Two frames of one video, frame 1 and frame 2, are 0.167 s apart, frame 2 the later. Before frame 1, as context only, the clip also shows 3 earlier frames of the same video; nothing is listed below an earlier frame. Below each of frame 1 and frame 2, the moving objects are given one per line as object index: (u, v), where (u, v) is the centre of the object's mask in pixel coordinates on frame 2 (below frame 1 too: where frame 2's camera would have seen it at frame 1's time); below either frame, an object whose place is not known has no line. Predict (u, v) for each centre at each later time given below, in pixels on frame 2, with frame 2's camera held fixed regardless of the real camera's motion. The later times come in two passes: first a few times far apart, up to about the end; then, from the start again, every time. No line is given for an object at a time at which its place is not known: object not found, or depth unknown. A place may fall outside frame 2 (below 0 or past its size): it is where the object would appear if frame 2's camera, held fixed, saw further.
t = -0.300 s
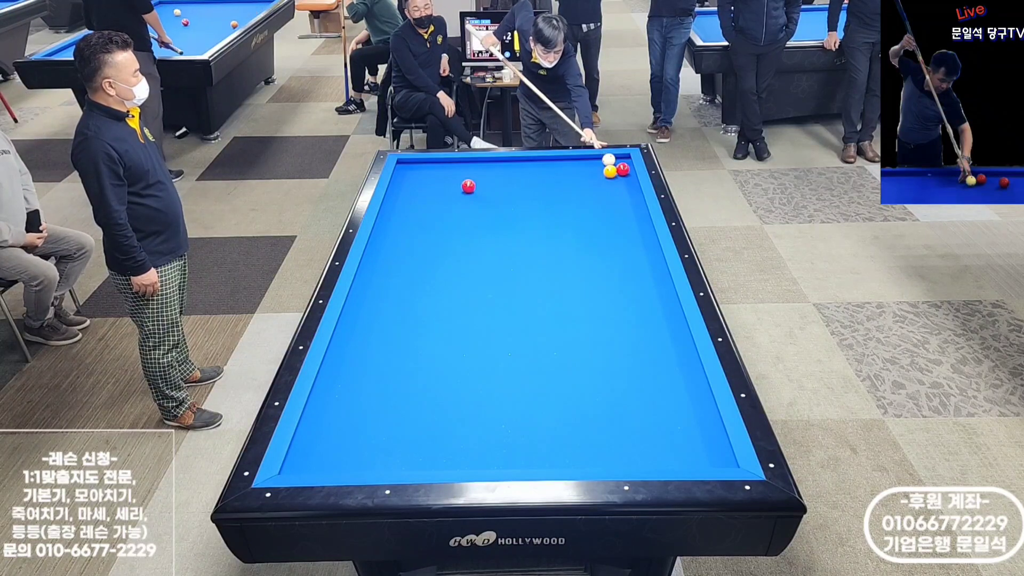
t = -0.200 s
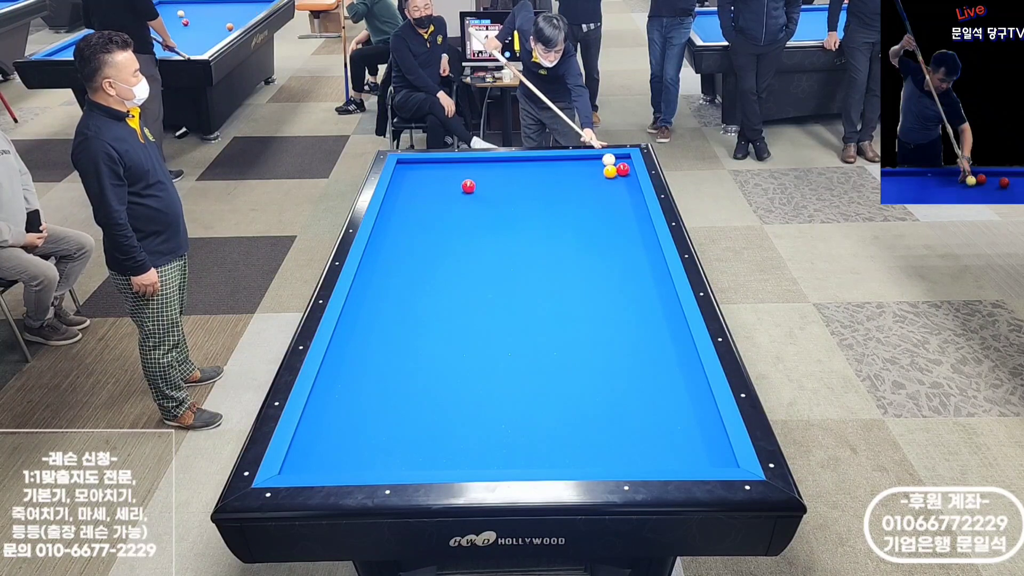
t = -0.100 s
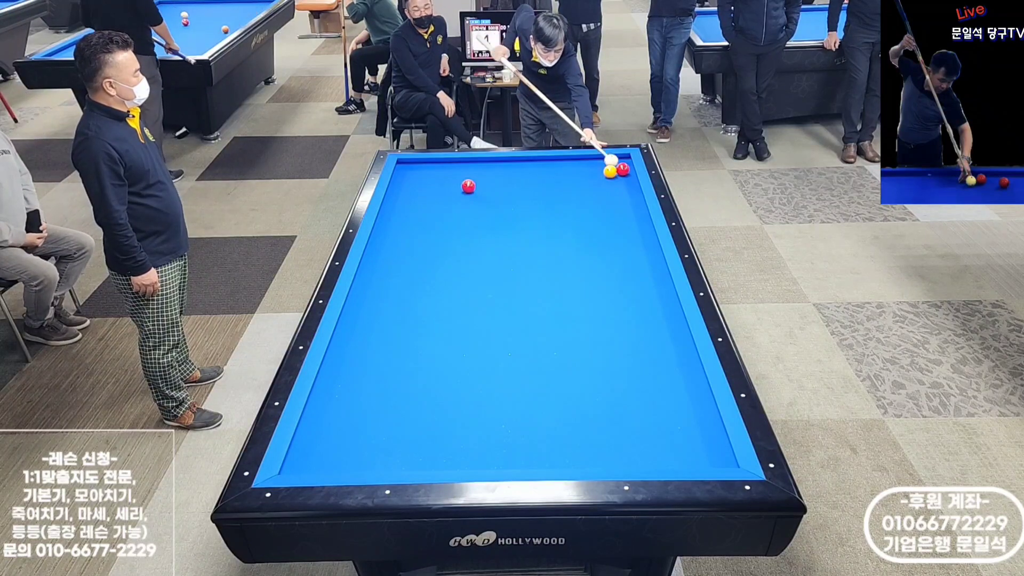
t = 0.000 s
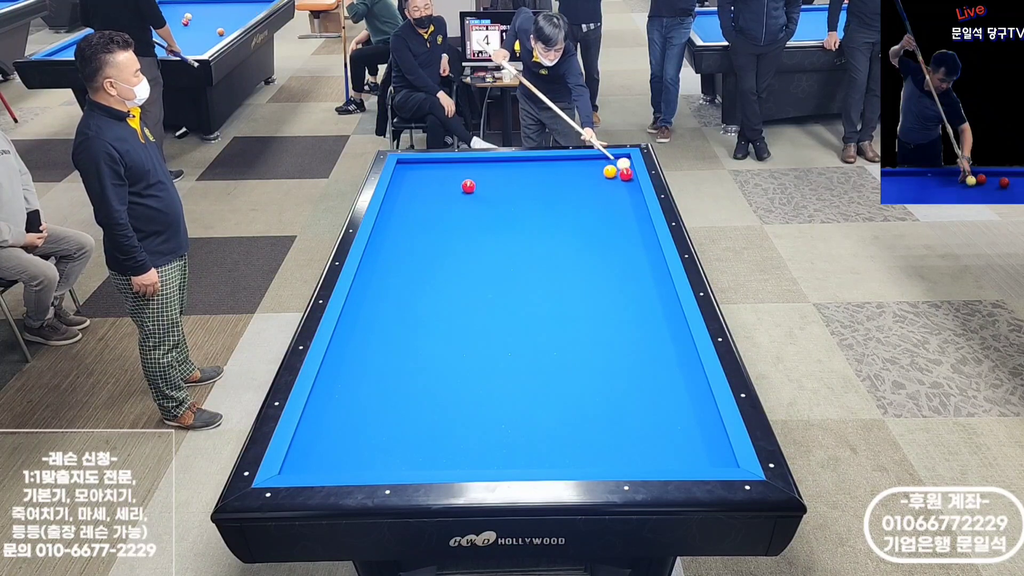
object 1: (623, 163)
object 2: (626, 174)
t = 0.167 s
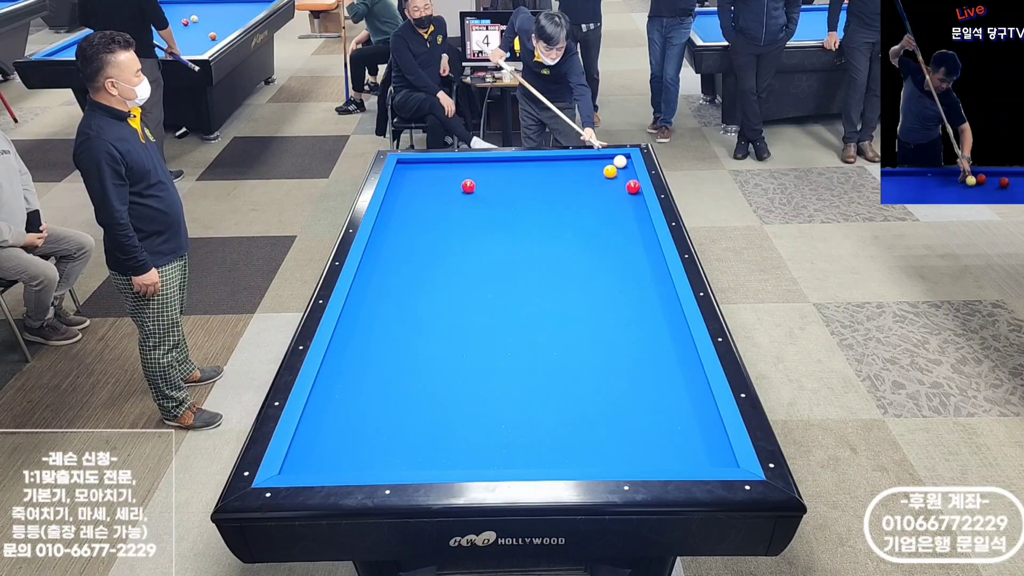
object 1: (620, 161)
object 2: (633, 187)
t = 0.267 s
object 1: (616, 160)
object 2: (634, 194)
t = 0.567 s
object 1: (603, 157)
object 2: (636, 216)
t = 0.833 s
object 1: (592, 160)
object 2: (638, 238)
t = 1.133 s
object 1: (580, 163)
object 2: (641, 265)
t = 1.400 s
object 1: (569, 165)
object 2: (643, 292)
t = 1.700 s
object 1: (557, 168)
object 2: (647, 326)
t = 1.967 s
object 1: (547, 170)
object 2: (651, 360)
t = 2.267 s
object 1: (536, 172)
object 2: (656, 404)
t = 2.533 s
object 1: (527, 174)
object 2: (662, 449)
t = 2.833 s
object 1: (517, 176)
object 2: (651, 436)
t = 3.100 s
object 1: (509, 178)
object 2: (639, 412)
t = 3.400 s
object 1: (501, 180)
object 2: (628, 388)
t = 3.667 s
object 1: (494, 181)
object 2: (618, 370)
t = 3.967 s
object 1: (486, 183)
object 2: (608, 350)
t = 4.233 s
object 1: (481, 184)
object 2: (600, 335)
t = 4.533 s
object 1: (480, 184)
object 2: (592, 320)
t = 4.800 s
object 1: (480, 185)
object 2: (585, 307)
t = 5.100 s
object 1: (480, 185)
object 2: (578, 295)
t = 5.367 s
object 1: (480, 185)
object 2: (572, 285)
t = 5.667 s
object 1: (480, 185)
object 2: (566, 274)
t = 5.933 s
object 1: (480, 185)
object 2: (561, 266)
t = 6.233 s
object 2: (556, 257)
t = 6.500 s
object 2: (552, 250)
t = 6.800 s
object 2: (548, 243)
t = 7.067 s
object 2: (544, 237)
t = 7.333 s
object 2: (541, 232)
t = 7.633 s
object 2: (538, 226)
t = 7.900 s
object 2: (536, 222)
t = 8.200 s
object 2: (533, 217)
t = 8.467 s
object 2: (531, 214)
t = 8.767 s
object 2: (528, 210)
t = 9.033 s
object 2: (527, 207)
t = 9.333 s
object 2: (524, 204)
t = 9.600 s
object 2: (523, 202)
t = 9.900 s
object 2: (521, 200)
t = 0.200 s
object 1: (619, 161)
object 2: (633, 189)
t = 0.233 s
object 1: (617, 160)
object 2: (634, 191)
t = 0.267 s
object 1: (616, 160)
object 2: (634, 194)
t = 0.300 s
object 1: (614, 159)
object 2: (634, 196)
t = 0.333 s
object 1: (613, 158)
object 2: (634, 198)
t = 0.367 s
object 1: (612, 158)
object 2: (635, 201)
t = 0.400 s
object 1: (611, 158)
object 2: (635, 203)
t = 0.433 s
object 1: (609, 157)
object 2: (635, 206)
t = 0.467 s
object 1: (608, 157)
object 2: (635, 208)
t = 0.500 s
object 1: (607, 157)
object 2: (636, 211)
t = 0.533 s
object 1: (605, 157)
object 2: (636, 213)
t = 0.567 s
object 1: (603, 157)
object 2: (636, 216)
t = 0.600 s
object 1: (602, 158)
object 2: (636, 219)
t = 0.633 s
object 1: (601, 158)
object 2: (636, 221)
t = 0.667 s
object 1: (599, 158)
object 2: (637, 224)
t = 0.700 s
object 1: (598, 159)
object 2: (637, 227)
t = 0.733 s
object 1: (596, 159)
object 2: (637, 229)
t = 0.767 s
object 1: (595, 159)
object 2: (637, 232)
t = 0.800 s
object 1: (594, 160)
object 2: (638, 235)
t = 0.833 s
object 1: (592, 160)
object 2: (638, 238)
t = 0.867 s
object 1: (591, 160)
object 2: (638, 241)
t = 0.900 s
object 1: (589, 161)
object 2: (639, 244)
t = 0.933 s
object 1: (588, 161)
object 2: (639, 247)
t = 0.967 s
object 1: (586, 161)
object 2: (639, 250)
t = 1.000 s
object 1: (585, 161)
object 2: (640, 253)
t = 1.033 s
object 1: (584, 162)
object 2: (640, 256)
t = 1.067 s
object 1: (582, 162)
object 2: (640, 259)
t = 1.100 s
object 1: (581, 162)
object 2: (640, 262)
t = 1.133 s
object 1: (580, 163)
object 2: (641, 265)
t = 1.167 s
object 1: (578, 163)
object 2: (641, 269)
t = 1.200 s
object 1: (577, 163)
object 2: (641, 272)
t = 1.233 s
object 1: (575, 164)
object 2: (642, 275)
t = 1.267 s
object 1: (574, 164)
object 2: (642, 278)
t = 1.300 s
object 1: (573, 164)
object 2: (642, 282)
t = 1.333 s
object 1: (571, 164)
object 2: (643, 285)
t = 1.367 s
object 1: (570, 165)
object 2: (643, 289)
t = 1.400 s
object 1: (569, 165)
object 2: (643, 292)
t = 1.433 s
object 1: (567, 165)
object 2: (644, 296)
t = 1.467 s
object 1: (566, 166)
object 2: (644, 299)
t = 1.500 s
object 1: (565, 166)
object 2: (644, 303)
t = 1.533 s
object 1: (564, 166)
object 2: (645, 307)
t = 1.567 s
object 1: (562, 166)
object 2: (645, 311)
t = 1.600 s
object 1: (561, 167)
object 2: (646, 315)
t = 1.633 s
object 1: (560, 167)
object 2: (646, 318)
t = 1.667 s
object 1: (558, 167)
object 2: (647, 322)
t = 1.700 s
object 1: (557, 168)
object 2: (647, 326)
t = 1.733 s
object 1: (556, 168)
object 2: (647, 330)
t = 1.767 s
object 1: (554, 168)
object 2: (648, 334)
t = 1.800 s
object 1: (553, 168)
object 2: (648, 339)
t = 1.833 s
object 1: (552, 169)
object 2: (649, 343)
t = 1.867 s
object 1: (551, 169)
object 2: (649, 347)
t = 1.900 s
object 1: (550, 169)
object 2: (650, 352)
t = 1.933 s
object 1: (548, 169)
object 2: (650, 356)
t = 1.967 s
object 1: (547, 170)
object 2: (651, 360)
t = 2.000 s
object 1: (546, 170)
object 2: (651, 365)
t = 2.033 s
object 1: (545, 170)
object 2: (652, 370)
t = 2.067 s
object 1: (543, 171)
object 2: (652, 374)
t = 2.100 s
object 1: (542, 171)
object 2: (653, 379)
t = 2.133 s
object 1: (541, 171)
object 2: (654, 384)
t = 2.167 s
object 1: (540, 171)
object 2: (654, 389)
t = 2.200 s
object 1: (539, 171)
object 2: (655, 394)
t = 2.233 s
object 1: (537, 172)
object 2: (655, 399)
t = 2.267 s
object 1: (536, 172)
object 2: (656, 404)
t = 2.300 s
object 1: (535, 172)
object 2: (657, 410)
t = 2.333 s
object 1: (534, 172)
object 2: (657, 415)
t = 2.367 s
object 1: (533, 173)
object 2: (658, 420)
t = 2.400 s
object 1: (532, 173)
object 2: (659, 426)
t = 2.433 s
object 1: (530, 173)
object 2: (660, 432)
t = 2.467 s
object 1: (529, 173)
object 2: (660, 437)
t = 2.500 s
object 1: (528, 174)
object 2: (661, 443)
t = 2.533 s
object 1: (527, 174)
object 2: (662, 449)
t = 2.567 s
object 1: (526, 174)
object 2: (662, 455)
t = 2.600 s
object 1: (525, 174)
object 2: (663, 459)
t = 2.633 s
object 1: (524, 175)
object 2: (662, 458)
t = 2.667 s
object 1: (523, 175)
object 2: (660, 454)
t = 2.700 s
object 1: (522, 175)
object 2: (658, 450)
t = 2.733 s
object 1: (521, 175)
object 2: (656, 446)
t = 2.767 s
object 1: (520, 176)
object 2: (654, 442)
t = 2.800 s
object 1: (519, 176)
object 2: (652, 439)
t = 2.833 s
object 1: (517, 176)
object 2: (651, 436)
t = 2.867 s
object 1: (516, 176)
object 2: (649, 433)
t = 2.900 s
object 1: (515, 176)
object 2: (648, 430)
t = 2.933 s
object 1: (514, 177)
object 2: (646, 427)
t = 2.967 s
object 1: (513, 177)
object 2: (645, 424)
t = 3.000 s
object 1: (512, 177)
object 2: (643, 421)
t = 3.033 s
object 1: (511, 177)
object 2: (642, 418)
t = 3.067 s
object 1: (510, 177)
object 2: (641, 415)
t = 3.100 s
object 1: (509, 178)
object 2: (639, 412)
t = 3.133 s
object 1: (508, 178)
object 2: (638, 409)
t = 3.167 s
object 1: (507, 178)
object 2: (637, 407)
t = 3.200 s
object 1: (506, 178)
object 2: (635, 404)
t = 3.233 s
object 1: (505, 178)
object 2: (634, 401)
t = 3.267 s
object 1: (504, 179)
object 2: (633, 399)
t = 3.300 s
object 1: (503, 179)
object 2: (631, 396)
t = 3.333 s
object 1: (502, 179)
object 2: (630, 393)
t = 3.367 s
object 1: (502, 179)
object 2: (629, 391)
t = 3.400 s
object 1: (501, 180)
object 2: (628, 388)
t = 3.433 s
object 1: (500, 180)
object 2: (626, 386)
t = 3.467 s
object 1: (499, 180)
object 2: (625, 383)
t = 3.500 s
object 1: (498, 180)
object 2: (624, 381)
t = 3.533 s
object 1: (497, 180)
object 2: (623, 379)
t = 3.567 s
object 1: (496, 180)
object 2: (621, 376)
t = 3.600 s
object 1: (495, 181)
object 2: (620, 374)
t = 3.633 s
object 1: (494, 181)
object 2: (619, 372)
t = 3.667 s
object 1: (494, 181)
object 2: (618, 370)
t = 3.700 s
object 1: (493, 181)
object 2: (617, 367)
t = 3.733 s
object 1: (492, 181)
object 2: (616, 365)
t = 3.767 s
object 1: (491, 182)
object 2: (615, 363)
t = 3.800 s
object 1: (490, 182)
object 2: (613, 361)
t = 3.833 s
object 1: (489, 182)
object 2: (612, 359)
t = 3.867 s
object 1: (489, 182)
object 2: (611, 357)
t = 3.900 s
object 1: (488, 182)
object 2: (610, 354)
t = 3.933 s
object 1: (487, 182)
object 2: (609, 352)
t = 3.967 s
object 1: (486, 183)
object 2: (608, 350)
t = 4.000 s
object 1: (485, 183)
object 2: (607, 348)
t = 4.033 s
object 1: (485, 183)
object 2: (606, 346)
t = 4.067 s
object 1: (484, 183)
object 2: (605, 344)
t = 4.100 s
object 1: (483, 183)
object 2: (604, 343)
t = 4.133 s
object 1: (482, 183)
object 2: (603, 341)
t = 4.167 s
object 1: (482, 184)
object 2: (602, 339)
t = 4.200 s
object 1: (481, 184)
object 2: (601, 337)
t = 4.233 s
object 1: (481, 184)
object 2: (600, 335)
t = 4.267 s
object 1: (481, 184)
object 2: (599, 333)
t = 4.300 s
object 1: (481, 184)
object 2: (598, 332)
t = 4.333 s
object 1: (480, 184)
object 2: (597, 330)
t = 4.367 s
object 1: (480, 184)
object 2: (596, 328)
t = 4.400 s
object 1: (480, 184)
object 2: (595, 326)
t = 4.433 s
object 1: (480, 184)
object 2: (594, 325)
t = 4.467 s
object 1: (480, 185)
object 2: (593, 323)
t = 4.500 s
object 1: (480, 185)
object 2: (593, 321)
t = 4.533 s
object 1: (480, 184)
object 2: (592, 320)
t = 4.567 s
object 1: (480, 185)
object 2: (591, 318)
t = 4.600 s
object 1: (480, 185)
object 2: (590, 317)
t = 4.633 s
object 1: (480, 185)
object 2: (589, 315)
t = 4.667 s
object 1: (480, 185)
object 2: (588, 313)
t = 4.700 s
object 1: (480, 185)
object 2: (587, 312)
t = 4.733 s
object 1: (480, 185)
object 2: (586, 310)
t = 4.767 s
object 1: (480, 185)
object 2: (586, 309)
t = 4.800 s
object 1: (480, 185)
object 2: (585, 307)
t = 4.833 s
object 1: (480, 185)
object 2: (584, 306)
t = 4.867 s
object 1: (480, 185)
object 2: (583, 305)
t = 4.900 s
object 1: (480, 185)
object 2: (582, 303)
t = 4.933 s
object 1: (480, 185)
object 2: (581, 302)
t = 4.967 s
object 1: (480, 185)
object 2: (581, 300)
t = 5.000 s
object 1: (480, 185)
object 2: (580, 299)
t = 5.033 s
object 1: (480, 185)
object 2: (579, 297)
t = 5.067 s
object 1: (480, 185)
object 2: (578, 296)
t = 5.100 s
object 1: (480, 185)
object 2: (578, 295)
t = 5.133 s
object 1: (480, 185)
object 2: (577, 294)
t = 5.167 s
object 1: (480, 185)
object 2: (576, 292)
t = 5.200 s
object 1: (480, 185)
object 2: (575, 291)
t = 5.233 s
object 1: (480, 185)
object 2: (575, 290)
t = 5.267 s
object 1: (480, 185)
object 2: (574, 288)
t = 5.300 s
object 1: (480, 185)
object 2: (573, 287)
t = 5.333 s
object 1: (480, 185)
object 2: (573, 286)
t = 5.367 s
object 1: (480, 185)
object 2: (572, 285)
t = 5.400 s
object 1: (480, 185)
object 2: (571, 283)
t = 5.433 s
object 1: (480, 185)
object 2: (571, 282)
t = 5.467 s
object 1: (480, 185)
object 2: (570, 281)
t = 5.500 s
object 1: (480, 185)
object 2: (569, 280)
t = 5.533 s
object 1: (480, 185)
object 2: (568, 279)
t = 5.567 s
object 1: (480, 185)
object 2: (568, 278)
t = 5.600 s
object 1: (480, 185)
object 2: (567, 276)
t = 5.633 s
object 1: (480, 185)
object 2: (567, 275)
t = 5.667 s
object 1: (480, 185)
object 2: (566, 274)
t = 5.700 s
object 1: (480, 185)
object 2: (565, 273)
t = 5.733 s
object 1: (480, 185)
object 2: (565, 272)
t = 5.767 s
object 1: (480, 185)
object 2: (564, 271)
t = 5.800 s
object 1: (480, 185)
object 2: (564, 270)
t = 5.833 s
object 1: (480, 185)
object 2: (563, 269)
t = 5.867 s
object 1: (480, 185)
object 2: (562, 268)
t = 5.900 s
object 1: (480, 185)
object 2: (562, 267)
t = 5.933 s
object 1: (480, 185)
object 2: (561, 266)
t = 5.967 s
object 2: (561, 265)
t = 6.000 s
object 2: (560, 264)
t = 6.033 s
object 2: (560, 263)
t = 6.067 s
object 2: (559, 262)
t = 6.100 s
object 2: (558, 261)
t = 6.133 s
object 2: (558, 260)
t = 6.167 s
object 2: (557, 259)
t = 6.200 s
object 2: (557, 258)
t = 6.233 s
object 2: (556, 257)
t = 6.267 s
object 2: (556, 256)
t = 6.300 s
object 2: (555, 255)
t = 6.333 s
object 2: (555, 254)
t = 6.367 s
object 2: (554, 253)
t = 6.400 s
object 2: (554, 253)
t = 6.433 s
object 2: (553, 252)
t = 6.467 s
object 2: (553, 251)
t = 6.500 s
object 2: (552, 250)
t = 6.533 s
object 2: (552, 249)
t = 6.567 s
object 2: (551, 248)
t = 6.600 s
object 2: (551, 248)
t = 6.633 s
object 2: (550, 247)
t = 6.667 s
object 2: (550, 246)
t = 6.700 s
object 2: (549, 245)
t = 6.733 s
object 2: (549, 244)
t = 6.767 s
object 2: (549, 244)
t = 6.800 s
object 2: (548, 243)
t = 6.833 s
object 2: (548, 242)
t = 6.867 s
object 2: (547, 241)
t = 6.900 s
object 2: (547, 240)
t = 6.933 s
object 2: (546, 240)
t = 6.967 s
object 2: (546, 239)
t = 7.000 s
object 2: (545, 238)
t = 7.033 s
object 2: (545, 238)
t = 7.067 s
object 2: (544, 237)
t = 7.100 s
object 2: (544, 236)
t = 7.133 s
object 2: (544, 236)
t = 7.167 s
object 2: (543, 235)
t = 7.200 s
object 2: (543, 234)
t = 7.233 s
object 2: (542, 234)
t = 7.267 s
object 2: (542, 233)
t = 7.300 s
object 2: (542, 232)
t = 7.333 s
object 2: (541, 232)
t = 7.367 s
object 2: (541, 231)
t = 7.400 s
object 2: (541, 230)
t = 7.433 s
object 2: (540, 230)
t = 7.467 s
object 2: (540, 229)
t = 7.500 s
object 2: (539, 229)
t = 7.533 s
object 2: (539, 228)
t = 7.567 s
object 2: (539, 227)
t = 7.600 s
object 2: (538, 227)
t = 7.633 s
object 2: (538, 226)
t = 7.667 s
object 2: (538, 226)
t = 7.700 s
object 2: (537, 225)
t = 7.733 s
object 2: (537, 225)
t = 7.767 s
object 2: (537, 224)
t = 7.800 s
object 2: (536, 223)
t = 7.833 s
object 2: (536, 223)
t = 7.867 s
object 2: (536, 222)
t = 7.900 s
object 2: (536, 222)
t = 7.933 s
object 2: (535, 221)
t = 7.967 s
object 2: (535, 221)
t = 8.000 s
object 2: (535, 220)
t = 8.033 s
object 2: (534, 220)
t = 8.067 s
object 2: (534, 219)
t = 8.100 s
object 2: (534, 219)
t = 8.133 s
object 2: (533, 218)
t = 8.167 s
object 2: (533, 218)
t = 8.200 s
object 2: (533, 217)
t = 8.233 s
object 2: (533, 217)
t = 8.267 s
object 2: (532, 216)
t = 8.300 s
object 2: (532, 216)
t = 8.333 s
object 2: (532, 215)
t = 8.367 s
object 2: (532, 215)
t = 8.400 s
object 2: (531, 215)
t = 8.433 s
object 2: (531, 214)
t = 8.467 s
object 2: (531, 214)
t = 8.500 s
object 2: (530, 213)
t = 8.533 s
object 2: (530, 213)
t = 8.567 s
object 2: (530, 212)
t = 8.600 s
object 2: (530, 212)
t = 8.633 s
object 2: (529, 212)
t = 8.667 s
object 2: (529, 211)
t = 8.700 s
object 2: (529, 211)
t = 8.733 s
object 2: (529, 210)
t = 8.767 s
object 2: (528, 210)
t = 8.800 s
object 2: (528, 210)
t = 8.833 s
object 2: (528, 209)
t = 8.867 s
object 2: (528, 209)
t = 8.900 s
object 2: (527, 208)
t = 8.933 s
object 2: (527, 208)
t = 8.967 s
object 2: (527, 208)
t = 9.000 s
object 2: (527, 207)
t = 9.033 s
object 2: (527, 207)
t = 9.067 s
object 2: (526, 207)
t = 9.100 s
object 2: (526, 206)
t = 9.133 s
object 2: (526, 206)
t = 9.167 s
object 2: (526, 206)
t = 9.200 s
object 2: (525, 206)
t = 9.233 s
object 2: (525, 205)
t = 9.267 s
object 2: (525, 205)
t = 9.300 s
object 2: (525, 204)
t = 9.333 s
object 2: (524, 204)
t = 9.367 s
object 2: (524, 204)
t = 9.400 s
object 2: (524, 204)
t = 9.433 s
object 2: (524, 203)
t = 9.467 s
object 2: (524, 203)
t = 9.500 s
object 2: (523, 203)
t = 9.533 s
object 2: (523, 202)
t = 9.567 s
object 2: (523, 202)
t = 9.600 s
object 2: (523, 202)
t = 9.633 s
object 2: (523, 202)
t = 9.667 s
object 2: (522, 201)
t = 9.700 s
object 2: (522, 201)
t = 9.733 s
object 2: (522, 201)
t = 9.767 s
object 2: (522, 201)
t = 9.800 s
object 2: (522, 201)
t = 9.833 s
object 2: (522, 200)
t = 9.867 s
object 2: (521, 200)
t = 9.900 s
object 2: (521, 200)
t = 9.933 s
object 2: (521, 200)
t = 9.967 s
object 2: (521, 199)
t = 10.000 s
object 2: (521, 199)
